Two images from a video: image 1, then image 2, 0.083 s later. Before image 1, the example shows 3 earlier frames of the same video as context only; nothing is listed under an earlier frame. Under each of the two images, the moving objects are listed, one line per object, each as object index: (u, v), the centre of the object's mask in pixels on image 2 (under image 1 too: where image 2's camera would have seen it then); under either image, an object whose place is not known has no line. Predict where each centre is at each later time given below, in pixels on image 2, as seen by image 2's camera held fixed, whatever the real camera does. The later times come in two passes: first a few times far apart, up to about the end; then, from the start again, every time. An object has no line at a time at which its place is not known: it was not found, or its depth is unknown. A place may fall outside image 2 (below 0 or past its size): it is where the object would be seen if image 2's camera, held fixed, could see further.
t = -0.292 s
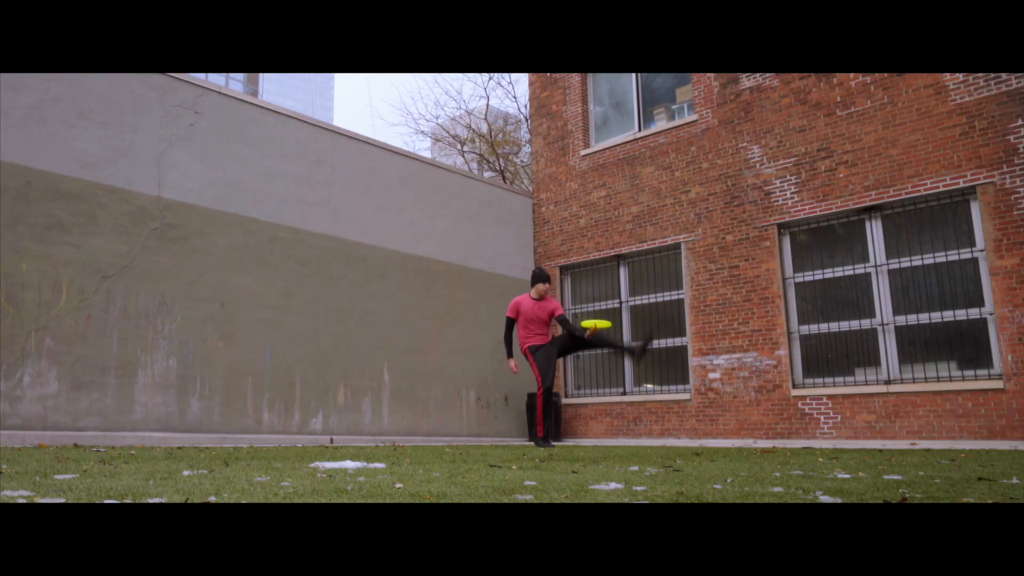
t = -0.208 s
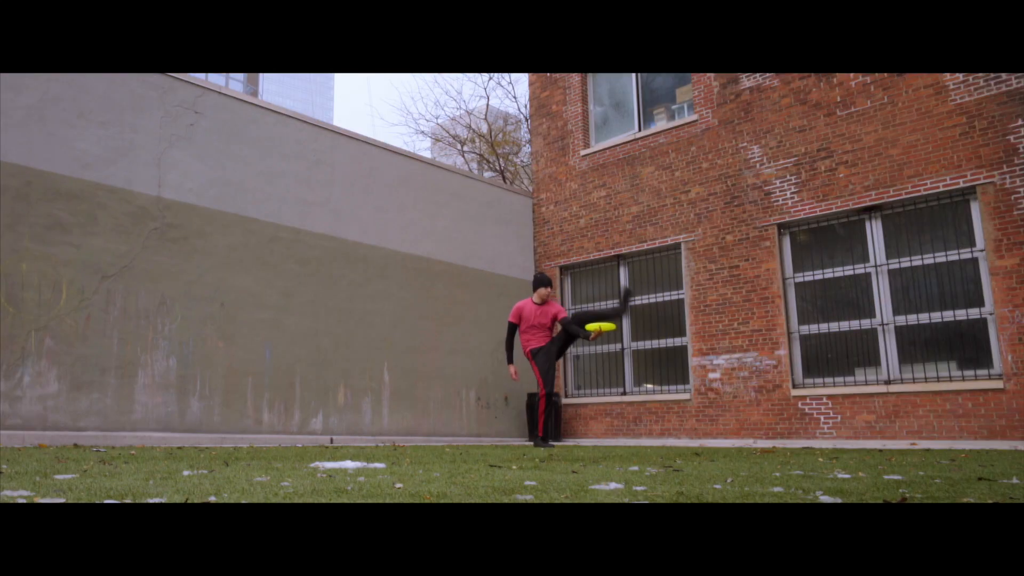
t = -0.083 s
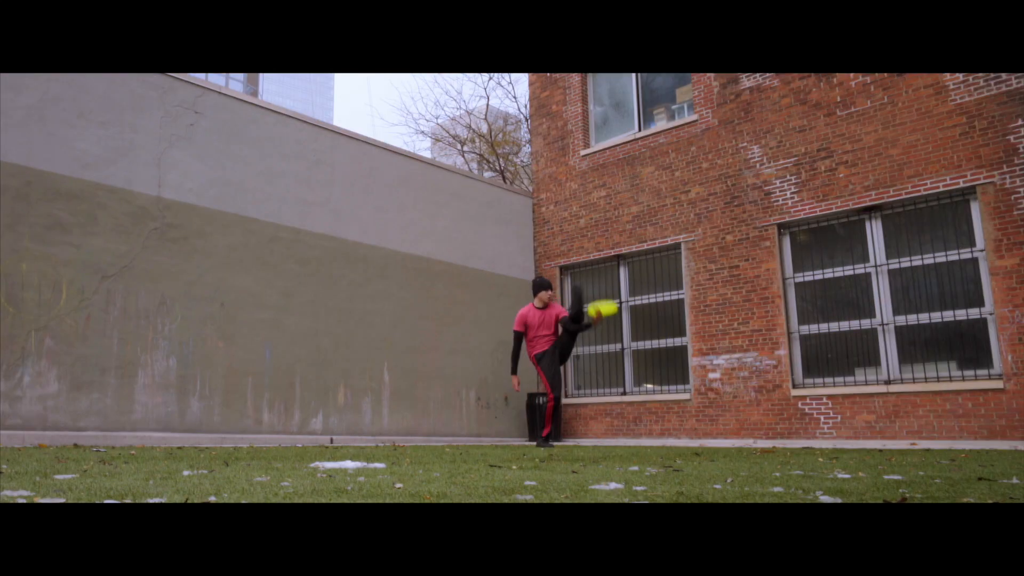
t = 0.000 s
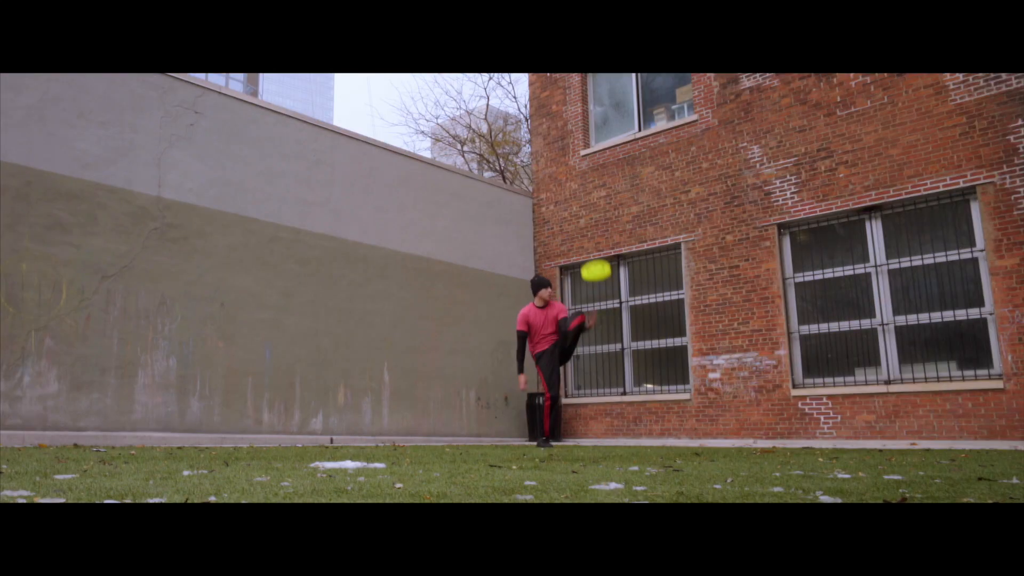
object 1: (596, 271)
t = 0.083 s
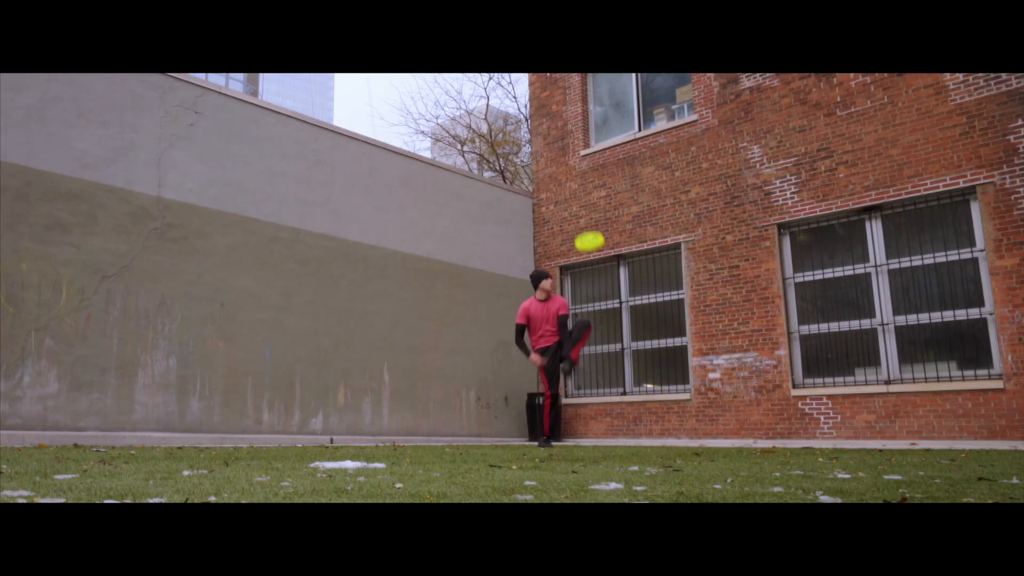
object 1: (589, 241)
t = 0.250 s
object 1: (579, 207)
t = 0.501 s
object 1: (565, 205)
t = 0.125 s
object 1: (586, 230)
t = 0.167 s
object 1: (584, 220)
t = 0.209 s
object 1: (581, 213)
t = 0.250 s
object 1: (579, 207)
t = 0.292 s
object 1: (576, 202)
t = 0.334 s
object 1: (574, 200)
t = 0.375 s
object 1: (572, 199)
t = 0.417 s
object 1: (570, 200)
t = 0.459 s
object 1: (568, 202)
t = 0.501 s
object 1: (565, 205)
